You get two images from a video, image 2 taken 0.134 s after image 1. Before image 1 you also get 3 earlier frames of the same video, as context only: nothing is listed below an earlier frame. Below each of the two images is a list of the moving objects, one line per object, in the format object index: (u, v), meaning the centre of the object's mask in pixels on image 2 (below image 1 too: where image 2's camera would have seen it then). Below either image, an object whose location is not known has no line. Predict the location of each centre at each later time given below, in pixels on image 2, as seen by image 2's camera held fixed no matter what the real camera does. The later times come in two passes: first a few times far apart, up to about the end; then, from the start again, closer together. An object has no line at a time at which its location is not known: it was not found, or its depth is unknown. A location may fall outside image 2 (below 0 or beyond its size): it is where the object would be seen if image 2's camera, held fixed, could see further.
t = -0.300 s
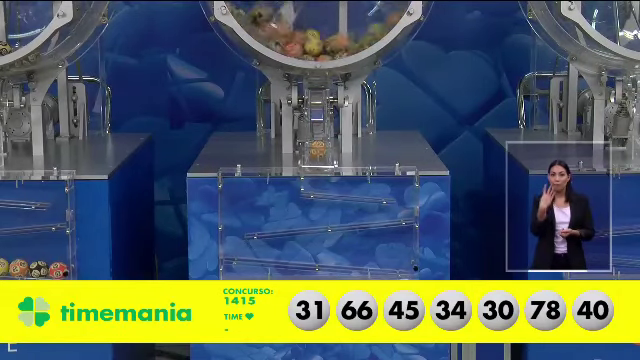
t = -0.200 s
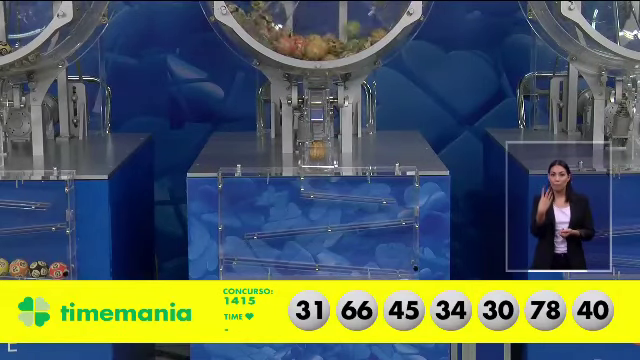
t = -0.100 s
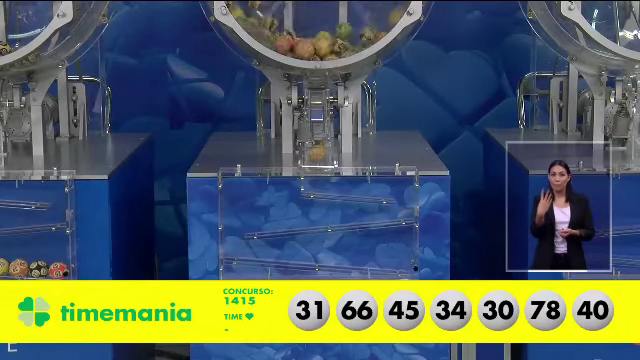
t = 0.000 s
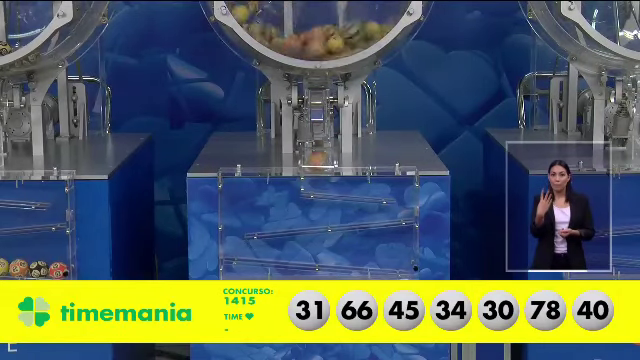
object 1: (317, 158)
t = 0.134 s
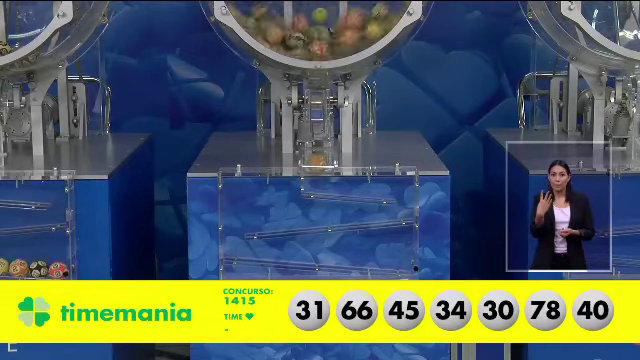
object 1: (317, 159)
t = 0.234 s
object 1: (317, 162)
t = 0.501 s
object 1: (319, 185)
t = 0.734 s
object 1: (327, 186)
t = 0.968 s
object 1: (341, 189)
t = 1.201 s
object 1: (364, 191)
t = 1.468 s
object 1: (402, 197)
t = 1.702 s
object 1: (404, 211)
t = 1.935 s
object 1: (400, 213)
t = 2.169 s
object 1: (391, 214)
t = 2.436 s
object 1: (370, 216)
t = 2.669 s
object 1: (344, 219)
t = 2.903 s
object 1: (311, 222)
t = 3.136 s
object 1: (271, 226)
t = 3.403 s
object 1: (235, 240)
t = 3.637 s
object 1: (240, 252)
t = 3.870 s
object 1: (251, 254)
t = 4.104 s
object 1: (273, 255)
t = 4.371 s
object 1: (307, 258)
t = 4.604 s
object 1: (347, 262)
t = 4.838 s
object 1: (395, 265)
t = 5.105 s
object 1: (379, 264)
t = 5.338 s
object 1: (367, 263)
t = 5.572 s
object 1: (367, 263)
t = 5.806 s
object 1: (376, 264)
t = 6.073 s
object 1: (398, 265)
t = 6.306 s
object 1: (395, 265)
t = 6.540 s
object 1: (393, 265)
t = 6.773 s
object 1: (400, 265)
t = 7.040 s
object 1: (400, 265)
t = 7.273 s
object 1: (403, 266)
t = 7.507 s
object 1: (403, 266)
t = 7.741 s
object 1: (403, 266)
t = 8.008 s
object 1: (403, 266)
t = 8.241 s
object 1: (403, 266)
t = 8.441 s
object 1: (403, 266)
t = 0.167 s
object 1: (317, 162)
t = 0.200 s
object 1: (317, 162)
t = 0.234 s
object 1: (317, 162)
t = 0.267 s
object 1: (317, 162)
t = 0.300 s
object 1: (317, 162)
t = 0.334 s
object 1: (317, 170)
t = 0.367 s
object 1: (318, 184)
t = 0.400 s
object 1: (317, 184)
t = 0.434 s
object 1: (318, 184)
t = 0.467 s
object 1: (319, 184)
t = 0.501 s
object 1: (319, 185)
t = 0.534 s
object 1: (320, 185)
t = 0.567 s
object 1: (321, 185)
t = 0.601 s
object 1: (321, 185)
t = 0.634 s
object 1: (323, 185)
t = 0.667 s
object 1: (324, 186)
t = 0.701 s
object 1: (326, 186)
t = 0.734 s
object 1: (327, 186)
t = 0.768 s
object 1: (329, 186)
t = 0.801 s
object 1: (330, 186)
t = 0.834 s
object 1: (333, 187)
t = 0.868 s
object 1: (335, 188)
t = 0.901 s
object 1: (337, 188)
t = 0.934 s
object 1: (339, 188)
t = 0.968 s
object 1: (341, 189)
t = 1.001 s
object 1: (344, 189)
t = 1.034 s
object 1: (347, 189)
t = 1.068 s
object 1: (349, 190)
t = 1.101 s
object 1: (353, 190)
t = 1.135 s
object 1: (357, 191)
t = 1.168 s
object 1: (360, 191)
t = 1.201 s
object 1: (364, 191)
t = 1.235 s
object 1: (368, 191)
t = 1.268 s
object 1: (372, 192)
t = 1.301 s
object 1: (377, 192)
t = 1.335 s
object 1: (381, 192)
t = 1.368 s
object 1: (386, 192)
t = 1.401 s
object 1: (391, 192)
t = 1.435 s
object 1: (396, 194)
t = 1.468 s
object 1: (402, 197)
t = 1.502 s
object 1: (403, 202)
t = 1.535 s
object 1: (402, 206)
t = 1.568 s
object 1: (404, 211)
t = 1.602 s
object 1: (404, 211)
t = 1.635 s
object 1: (404, 210)
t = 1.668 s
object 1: (404, 211)
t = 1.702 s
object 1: (404, 211)
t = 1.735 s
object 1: (404, 211)
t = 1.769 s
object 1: (404, 212)
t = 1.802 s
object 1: (404, 211)
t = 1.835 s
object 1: (404, 211)
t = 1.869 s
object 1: (403, 212)
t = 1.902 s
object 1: (402, 213)
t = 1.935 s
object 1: (400, 213)
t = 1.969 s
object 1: (399, 213)
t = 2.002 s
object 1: (398, 213)
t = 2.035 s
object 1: (397, 214)
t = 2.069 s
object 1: (396, 214)
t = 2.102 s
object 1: (394, 214)
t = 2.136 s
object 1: (391, 214)
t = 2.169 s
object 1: (391, 214)
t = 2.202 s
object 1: (388, 215)
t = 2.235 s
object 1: (386, 215)
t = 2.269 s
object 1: (384, 215)
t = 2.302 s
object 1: (381, 216)
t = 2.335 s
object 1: (378, 216)
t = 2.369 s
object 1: (376, 216)
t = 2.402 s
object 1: (373, 216)
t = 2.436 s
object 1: (370, 216)
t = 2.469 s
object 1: (367, 216)
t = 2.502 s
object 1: (363, 216)
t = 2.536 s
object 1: (360, 216)
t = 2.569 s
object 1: (356, 217)
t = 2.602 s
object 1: (352, 218)
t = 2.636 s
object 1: (348, 218)
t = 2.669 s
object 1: (344, 219)
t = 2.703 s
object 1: (339, 219)
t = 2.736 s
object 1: (335, 219)
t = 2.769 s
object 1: (330, 219)
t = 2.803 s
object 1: (326, 220)
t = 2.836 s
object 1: (321, 221)
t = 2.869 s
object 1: (316, 221)
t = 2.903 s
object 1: (311, 222)
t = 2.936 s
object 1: (305, 223)
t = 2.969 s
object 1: (300, 223)
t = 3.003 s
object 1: (295, 224)
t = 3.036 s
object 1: (289, 224)
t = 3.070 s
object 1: (283, 225)
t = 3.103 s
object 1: (277, 226)
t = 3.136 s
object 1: (271, 226)
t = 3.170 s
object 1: (264, 227)
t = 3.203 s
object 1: (258, 227)
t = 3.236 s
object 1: (251, 228)
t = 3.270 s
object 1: (245, 229)
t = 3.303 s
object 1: (238, 231)
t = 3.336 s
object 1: (234, 235)
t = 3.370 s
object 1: (237, 238)
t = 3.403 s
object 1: (235, 240)
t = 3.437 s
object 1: (233, 243)
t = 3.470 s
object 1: (235, 246)
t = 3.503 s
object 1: (238, 252)
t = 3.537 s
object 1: (238, 251)
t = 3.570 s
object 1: (238, 251)
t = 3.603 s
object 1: (239, 252)
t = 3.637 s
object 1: (240, 252)
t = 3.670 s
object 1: (241, 253)
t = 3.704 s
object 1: (242, 253)
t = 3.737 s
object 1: (243, 253)
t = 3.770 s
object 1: (245, 253)
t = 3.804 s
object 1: (247, 254)
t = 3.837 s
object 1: (249, 254)
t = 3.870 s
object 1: (251, 254)
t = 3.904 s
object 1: (254, 254)
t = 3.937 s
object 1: (257, 254)
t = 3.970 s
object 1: (259, 254)
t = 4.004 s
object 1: (262, 254)
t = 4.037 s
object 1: (266, 255)
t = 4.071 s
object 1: (269, 255)
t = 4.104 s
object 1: (273, 255)
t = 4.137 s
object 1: (276, 256)
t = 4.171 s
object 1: (279, 256)
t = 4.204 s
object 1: (284, 256)
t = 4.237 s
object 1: (288, 256)
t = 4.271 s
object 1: (292, 257)
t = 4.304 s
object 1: (297, 258)
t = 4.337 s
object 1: (302, 258)
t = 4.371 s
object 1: (307, 258)
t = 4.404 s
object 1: (313, 259)
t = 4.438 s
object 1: (317, 259)
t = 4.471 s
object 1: (324, 260)
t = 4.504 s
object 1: (328, 260)
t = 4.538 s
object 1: (335, 261)
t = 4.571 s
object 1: (341, 261)
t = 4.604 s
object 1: (347, 262)
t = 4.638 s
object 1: (354, 262)
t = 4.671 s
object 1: (360, 263)
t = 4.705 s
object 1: (367, 263)
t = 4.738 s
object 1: (374, 263)
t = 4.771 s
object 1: (381, 263)
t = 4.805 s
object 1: (388, 264)
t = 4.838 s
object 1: (395, 265)
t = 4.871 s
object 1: (401, 265)
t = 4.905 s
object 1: (399, 264)
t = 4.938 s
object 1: (394, 264)
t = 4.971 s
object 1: (391, 264)
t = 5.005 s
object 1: (388, 264)
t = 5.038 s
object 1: (385, 264)
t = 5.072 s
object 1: (382, 264)
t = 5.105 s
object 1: (379, 264)
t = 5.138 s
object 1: (377, 264)
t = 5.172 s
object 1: (375, 263)
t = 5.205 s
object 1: (374, 263)
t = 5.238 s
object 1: (371, 263)
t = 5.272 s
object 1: (370, 263)
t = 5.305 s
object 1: (369, 263)
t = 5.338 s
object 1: (367, 263)
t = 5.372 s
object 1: (367, 263)
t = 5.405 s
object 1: (366, 263)
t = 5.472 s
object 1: (366, 263)
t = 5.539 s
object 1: (366, 263)
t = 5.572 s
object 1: (367, 263)
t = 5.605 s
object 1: (368, 263)
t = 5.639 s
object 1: (369, 263)
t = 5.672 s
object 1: (370, 263)
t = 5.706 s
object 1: (372, 263)
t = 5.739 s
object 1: (373, 263)
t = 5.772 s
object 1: (374, 263)
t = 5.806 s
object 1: (376, 264)
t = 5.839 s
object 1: (378, 264)
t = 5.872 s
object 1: (381, 264)
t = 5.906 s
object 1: (383, 264)
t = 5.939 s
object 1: (386, 264)
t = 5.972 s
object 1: (389, 264)
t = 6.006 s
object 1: (391, 265)
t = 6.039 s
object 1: (395, 264)
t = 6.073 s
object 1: (398, 265)
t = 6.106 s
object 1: (401, 265)
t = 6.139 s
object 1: (401, 265)
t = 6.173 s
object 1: (400, 265)
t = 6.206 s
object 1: (399, 265)
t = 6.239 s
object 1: (397, 265)
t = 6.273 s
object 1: (396, 265)
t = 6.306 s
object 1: (395, 265)
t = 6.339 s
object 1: (394, 265)
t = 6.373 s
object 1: (393, 265)
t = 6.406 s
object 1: (393, 265)
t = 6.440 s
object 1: (393, 265)
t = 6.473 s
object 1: (393, 265)
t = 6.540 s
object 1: (393, 265)
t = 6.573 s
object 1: (393, 265)
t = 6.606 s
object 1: (394, 265)
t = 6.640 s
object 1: (395, 265)
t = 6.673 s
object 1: (396, 265)
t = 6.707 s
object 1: (397, 265)
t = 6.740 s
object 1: (398, 265)
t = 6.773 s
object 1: (400, 265)
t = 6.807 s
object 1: (401, 265)
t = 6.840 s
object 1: (402, 265)
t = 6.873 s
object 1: (402, 265)
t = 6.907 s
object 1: (401, 265)
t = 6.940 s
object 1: (400, 265)
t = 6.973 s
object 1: (400, 265)
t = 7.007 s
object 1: (400, 265)
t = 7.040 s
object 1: (400, 265)
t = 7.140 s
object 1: (401, 265)
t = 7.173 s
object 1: (402, 265)
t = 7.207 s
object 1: (402, 266)
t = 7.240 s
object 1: (402, 266)
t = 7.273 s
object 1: (403, 266)
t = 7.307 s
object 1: (402, 265)
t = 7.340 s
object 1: (402, 265)
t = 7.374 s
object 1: (402, 265)
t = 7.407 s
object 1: (403, 266)
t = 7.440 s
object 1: (403, 266)
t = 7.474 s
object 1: (403, 266)
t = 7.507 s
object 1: (403, 266)
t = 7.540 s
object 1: (403, 266)
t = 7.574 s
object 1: (403, 266)
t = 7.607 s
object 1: (403, 266)
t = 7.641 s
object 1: (403, 266)
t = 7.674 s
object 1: (403, 266)
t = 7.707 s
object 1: (403, 266)
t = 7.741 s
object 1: (403, 266)
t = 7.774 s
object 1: (403, 266)
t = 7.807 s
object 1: (403, 266)
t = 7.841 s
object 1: (403, 266)
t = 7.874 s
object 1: (403, 266)
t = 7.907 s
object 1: (403, 266)
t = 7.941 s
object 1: (403, 266)
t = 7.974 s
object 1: (403, 266)
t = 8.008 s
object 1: (403, 266)
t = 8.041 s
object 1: (403, 266)
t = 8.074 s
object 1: (403, 266)
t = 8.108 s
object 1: (403, 266)
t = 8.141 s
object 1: (403, 266)
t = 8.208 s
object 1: (403, 266)
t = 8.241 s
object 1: (403, 266)
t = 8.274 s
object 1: (403, 266)
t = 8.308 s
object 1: (403, 266)
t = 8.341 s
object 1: (403, 266)
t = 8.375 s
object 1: (403, 266)
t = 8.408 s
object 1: (403, 266)
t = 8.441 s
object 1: (403, 266)
